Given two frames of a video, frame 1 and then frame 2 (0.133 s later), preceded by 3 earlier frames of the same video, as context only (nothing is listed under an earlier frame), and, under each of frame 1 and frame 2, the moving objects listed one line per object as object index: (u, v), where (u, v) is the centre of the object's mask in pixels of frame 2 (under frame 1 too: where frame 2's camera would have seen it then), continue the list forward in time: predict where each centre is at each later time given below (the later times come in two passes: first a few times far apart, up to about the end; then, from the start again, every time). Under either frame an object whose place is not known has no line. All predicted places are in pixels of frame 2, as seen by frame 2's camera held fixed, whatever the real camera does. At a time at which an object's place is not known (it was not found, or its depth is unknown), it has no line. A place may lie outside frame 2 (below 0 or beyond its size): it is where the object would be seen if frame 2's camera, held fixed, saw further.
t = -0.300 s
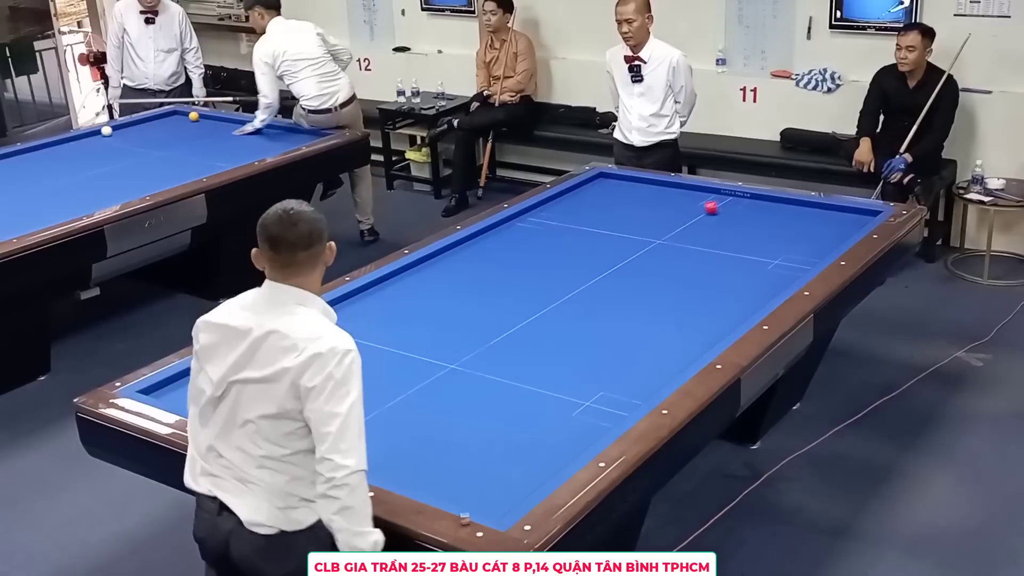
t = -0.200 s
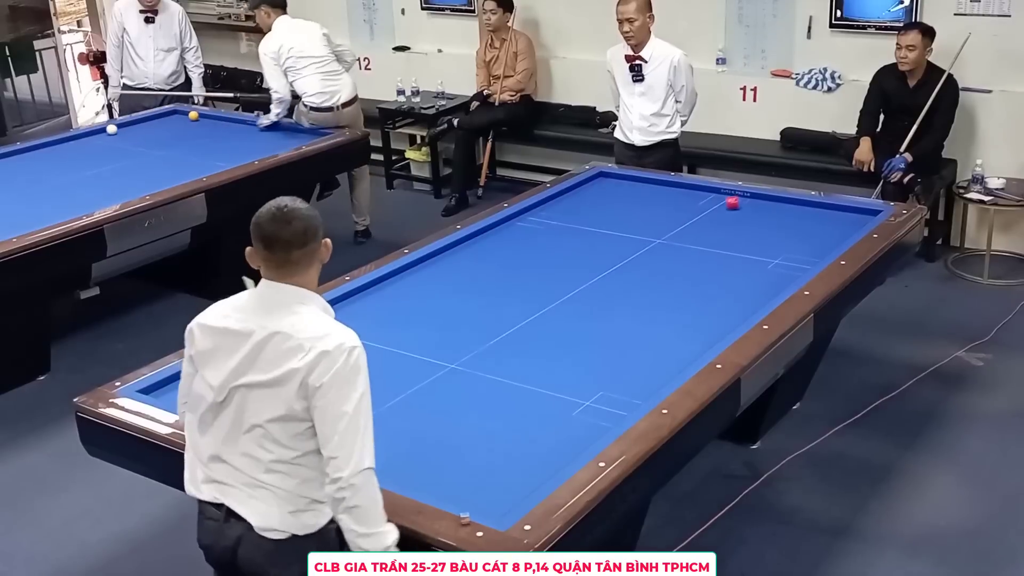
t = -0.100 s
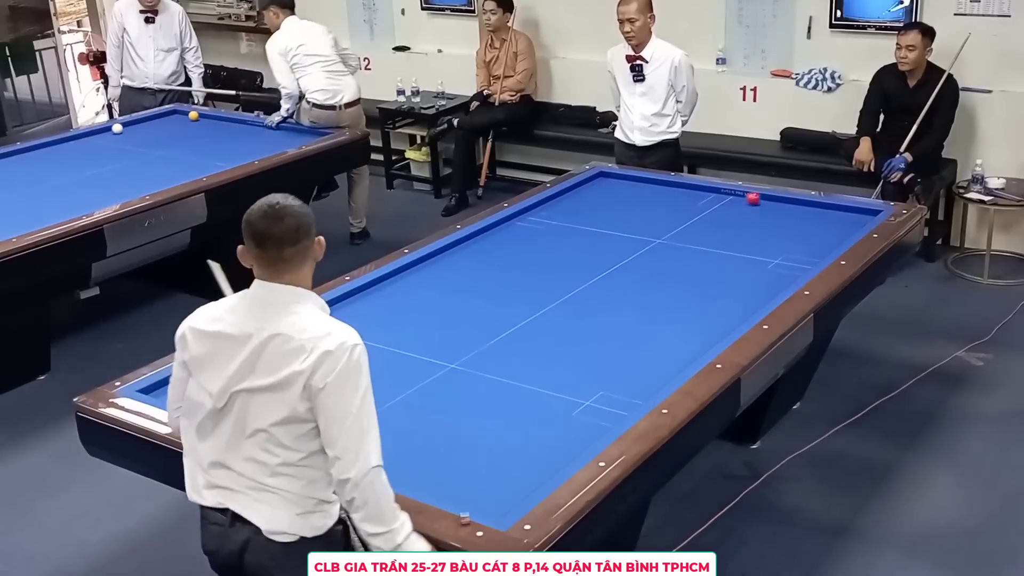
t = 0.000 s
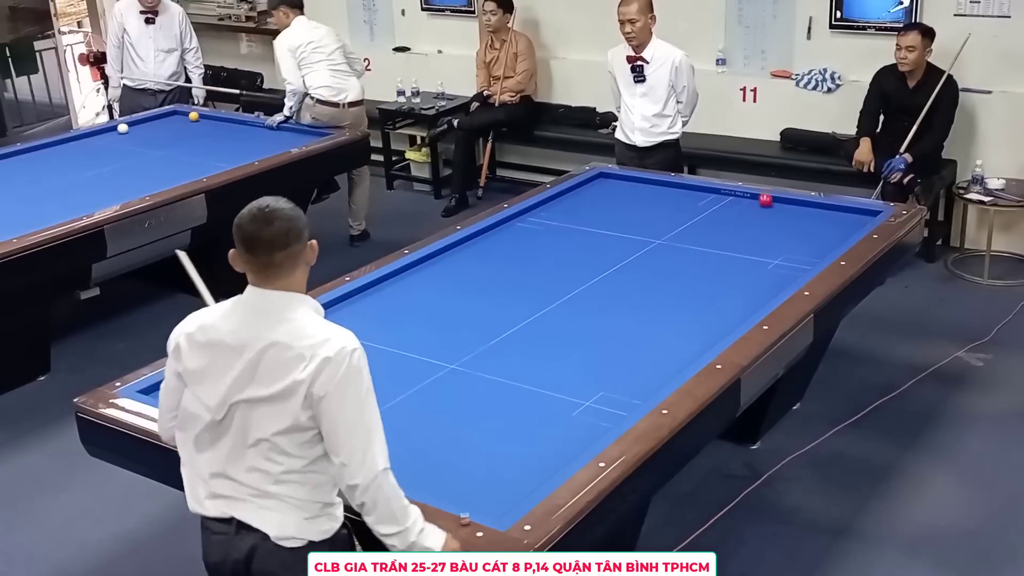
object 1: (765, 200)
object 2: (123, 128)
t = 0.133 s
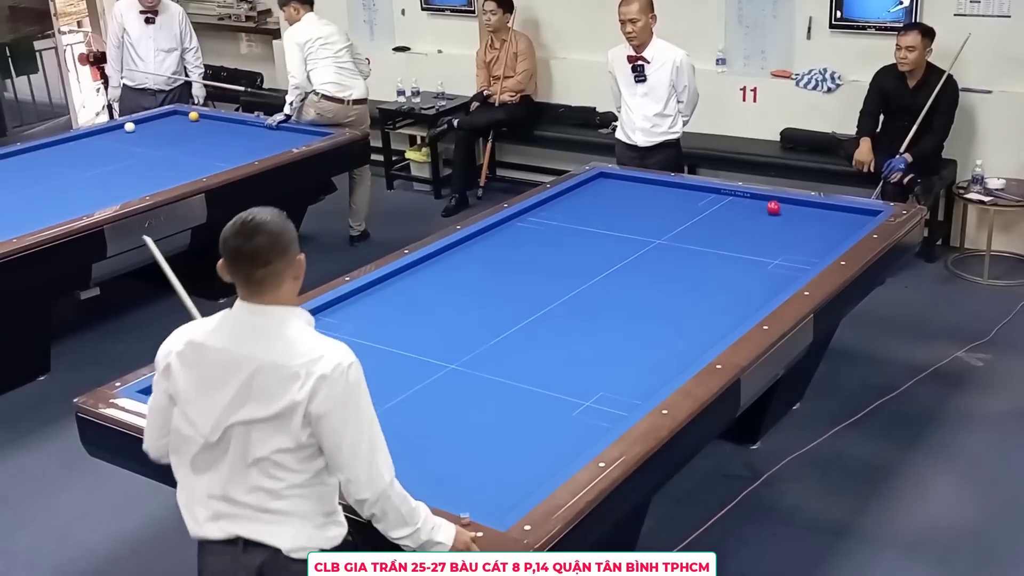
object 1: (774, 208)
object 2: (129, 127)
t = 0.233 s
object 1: (780, 214)
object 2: (135, 126)
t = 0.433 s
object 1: (794, 225)
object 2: (145, 125)
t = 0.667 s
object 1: (811, 239)
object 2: (156, 123)
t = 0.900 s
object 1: (821, 252)
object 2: (166, 121)
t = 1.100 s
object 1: (794, 258)
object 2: (175, 120)
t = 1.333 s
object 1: (763, 264)
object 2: (185, 119)
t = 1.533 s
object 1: (736, 269)
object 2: (189, 119)
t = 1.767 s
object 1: (705, 275)
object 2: (194, 119)
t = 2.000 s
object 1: (674, 282)
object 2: (198, 119)
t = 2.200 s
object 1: (648, 287)
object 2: (202, 119)
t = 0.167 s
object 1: (776, 210)
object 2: (131, 127)
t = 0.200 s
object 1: (778, 212)
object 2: (133, 127)
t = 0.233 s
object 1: (780, 214)
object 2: (135, 126)
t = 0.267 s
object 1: (782, 215)
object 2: (136, 126)
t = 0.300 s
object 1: (785, 218)
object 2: (138, 126)
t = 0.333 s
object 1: (787, 219)
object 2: (140, 125)
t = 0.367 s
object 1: (789, 221)
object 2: (141, 125)
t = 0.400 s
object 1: (792, 223)
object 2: (143, 125)
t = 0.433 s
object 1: (794, 225)
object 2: (145, 125)
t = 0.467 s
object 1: (797, 227)
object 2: (146, 124)
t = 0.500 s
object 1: (799, 229)
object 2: (148, 124)
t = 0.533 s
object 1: (801, 231)
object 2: (149, 124)
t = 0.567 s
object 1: (804, 233)
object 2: (151, 124)
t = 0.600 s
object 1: (806, 235)
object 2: (153, 123)
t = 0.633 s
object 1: (809, 237)
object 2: (154, 123)
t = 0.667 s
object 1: (811, 239)
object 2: (156, 123)
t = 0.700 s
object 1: (814, 241)
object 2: (157, 123)
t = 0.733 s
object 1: (817, 243)
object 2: (159, 123)
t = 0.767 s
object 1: (819, 246)
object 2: (160, 122)
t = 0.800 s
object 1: (822, 248)
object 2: (162, 122)
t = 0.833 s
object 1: (824, 249)
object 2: (163, 122)
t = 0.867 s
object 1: (825, 251)
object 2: (165, 122)
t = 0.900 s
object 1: (821, 252)
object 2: (166, 121)
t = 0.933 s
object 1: (816, 253)
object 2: (168, 121)
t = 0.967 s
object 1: (812, 254)
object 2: (169, 121)
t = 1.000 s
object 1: (807, 255)
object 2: (171, 121)
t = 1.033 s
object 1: (803, 256)
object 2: (172, 120)
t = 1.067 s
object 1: (798, 257)
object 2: (174, 120)
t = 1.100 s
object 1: (794, 258)
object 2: (175, 120)
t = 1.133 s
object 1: (789, 259)
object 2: (177, 120)
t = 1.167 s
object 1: (785, 259)
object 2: (178, 119)
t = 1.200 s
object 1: (780, 260)
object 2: (179, 119)
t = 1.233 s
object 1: (776, 261)
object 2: (181, 119)
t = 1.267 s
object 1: (772, 262)
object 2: (182, 119)
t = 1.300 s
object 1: (767, 263)
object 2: (183, 119)
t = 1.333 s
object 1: (763, 264)
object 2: (185, 119)
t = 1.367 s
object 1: (758, 265)
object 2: (186, 119)
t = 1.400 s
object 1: (754, 265)
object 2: (186, 119)
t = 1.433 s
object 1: (749, 266)
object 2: (187, 119)
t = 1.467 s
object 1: (745, 267)
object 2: (188, 119)
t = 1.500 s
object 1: (741, 268)
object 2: (189, 119)
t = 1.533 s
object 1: (736, 269)
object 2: (189, 119)
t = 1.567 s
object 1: (732, 270)
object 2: (190, 119)
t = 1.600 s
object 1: (727, 271)
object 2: (190, 119)
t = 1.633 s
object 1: (723, 272)
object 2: (191, 119)
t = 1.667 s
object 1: (718, 273)
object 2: (192, 119)
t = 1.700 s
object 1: (714, 273)
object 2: (192, 119)
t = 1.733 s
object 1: (709, 274)
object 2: (193, 119)
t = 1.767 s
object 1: (705, 275)
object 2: (194, 119)
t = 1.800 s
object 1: (700, 276)
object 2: (194, 119)
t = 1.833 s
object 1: (696, 277)
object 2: (195, 119)
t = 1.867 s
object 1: (692, 278)
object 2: (195, 119)
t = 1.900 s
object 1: (687, 279)
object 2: (196, 119)
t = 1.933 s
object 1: (683, 280)
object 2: (197, 119)
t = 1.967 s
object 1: (679, 281)
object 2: (198, 119)
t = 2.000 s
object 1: (674, 282)
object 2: (198, 119)
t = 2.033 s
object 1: (670, 282)
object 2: (199, 119)
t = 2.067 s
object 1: (665, 283)
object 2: (200, 119)
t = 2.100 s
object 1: (661, 284)
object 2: (200, 119)
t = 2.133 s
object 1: (656, 285)
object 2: (201, 119)
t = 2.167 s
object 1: (652, 286)
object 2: (201, 119)
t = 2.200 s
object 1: (648, 287)
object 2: (202, 119)
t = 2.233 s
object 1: (643, 288)
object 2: (202, 119)
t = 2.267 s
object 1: (639, 289)
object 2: (202, 119)
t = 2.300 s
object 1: (635, 289)
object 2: (203, 119)
